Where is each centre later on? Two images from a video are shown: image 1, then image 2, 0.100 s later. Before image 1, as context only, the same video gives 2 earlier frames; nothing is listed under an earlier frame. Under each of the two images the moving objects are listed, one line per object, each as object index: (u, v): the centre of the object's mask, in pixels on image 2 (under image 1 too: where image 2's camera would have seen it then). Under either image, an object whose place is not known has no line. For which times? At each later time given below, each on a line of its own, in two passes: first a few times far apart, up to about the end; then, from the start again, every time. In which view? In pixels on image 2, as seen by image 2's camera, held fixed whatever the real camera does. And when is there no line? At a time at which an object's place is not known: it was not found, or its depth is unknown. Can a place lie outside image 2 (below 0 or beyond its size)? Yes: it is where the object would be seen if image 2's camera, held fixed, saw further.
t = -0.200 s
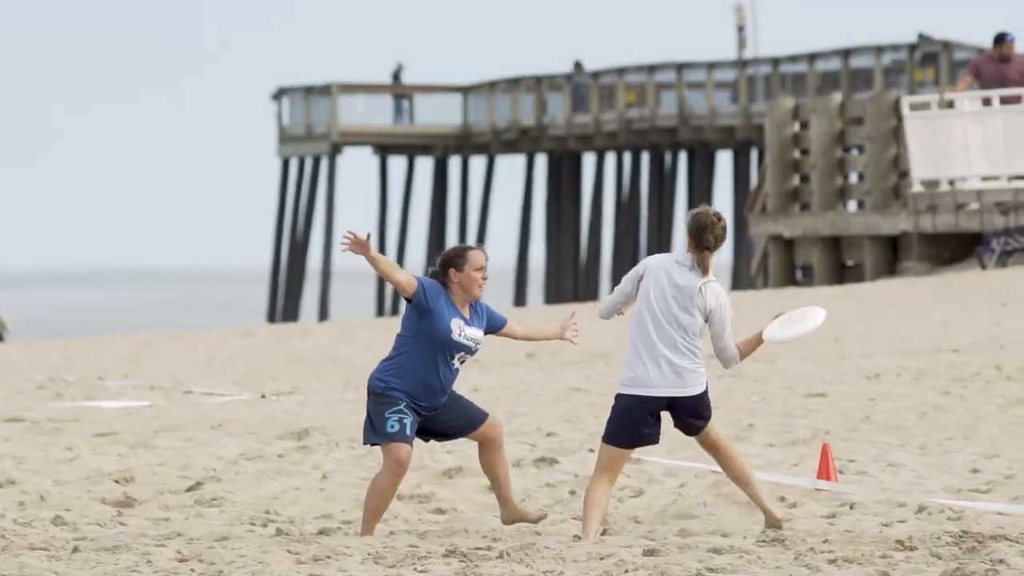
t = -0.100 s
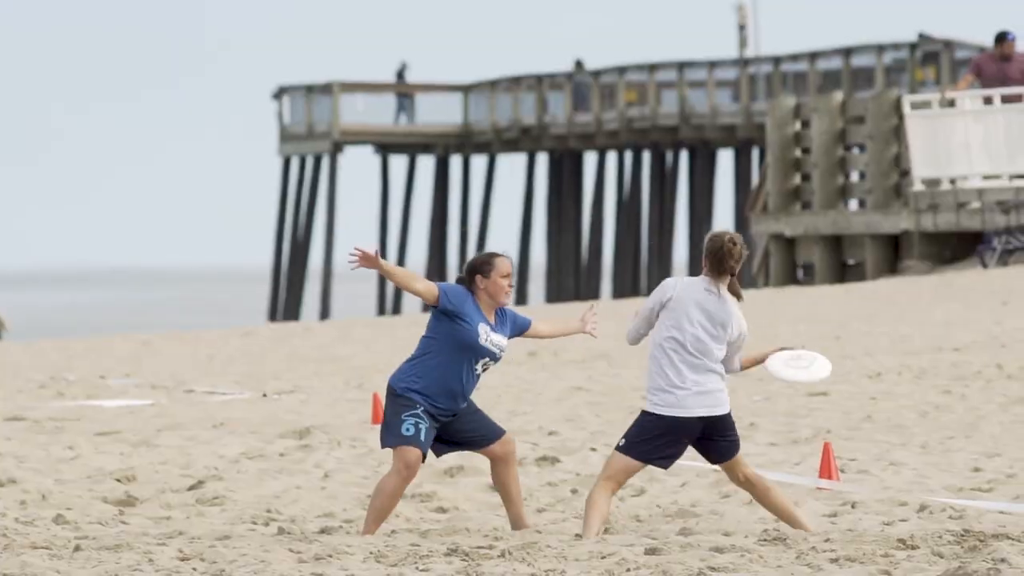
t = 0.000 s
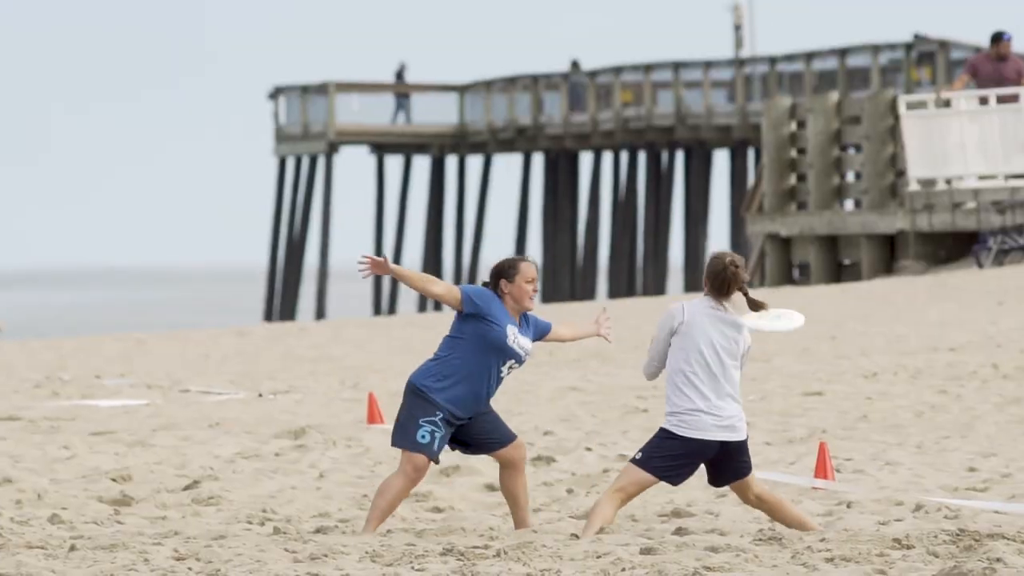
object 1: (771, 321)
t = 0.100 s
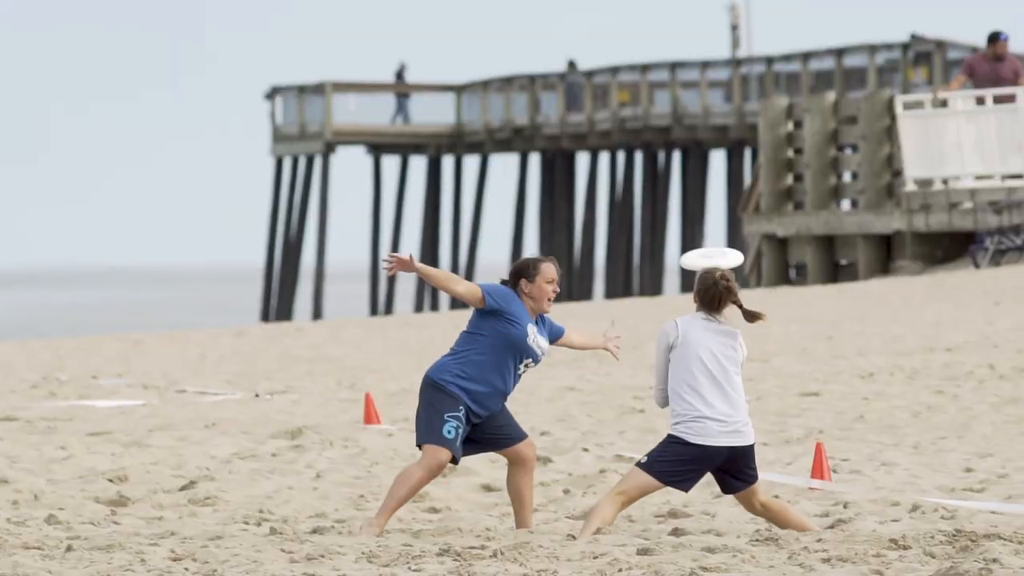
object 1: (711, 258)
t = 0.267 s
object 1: (621, 176)
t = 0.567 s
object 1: (463, 83)
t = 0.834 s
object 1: (325, 54)
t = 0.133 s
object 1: (692, 240)
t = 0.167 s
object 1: (675, 223)
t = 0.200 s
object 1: (656, 206)
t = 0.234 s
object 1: (639, 191)
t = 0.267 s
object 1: (621, 176)
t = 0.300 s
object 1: (604, 162)
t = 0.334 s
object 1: (585, 150)
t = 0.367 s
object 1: (568, 139)
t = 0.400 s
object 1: (551, 127)
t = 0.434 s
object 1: (533, 116)
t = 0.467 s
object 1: (516, 107)
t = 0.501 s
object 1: (500, 98)
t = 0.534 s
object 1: (481, 89)
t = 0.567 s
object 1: (463, 83)
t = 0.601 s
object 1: (447, 75)
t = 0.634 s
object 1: (429, 69)
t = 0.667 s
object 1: (412, 64)
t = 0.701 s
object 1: (394, 61)
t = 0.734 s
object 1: (376, 58)
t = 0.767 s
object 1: (359, 56)
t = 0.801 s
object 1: (342, 55)
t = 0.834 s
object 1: (325, 54)
